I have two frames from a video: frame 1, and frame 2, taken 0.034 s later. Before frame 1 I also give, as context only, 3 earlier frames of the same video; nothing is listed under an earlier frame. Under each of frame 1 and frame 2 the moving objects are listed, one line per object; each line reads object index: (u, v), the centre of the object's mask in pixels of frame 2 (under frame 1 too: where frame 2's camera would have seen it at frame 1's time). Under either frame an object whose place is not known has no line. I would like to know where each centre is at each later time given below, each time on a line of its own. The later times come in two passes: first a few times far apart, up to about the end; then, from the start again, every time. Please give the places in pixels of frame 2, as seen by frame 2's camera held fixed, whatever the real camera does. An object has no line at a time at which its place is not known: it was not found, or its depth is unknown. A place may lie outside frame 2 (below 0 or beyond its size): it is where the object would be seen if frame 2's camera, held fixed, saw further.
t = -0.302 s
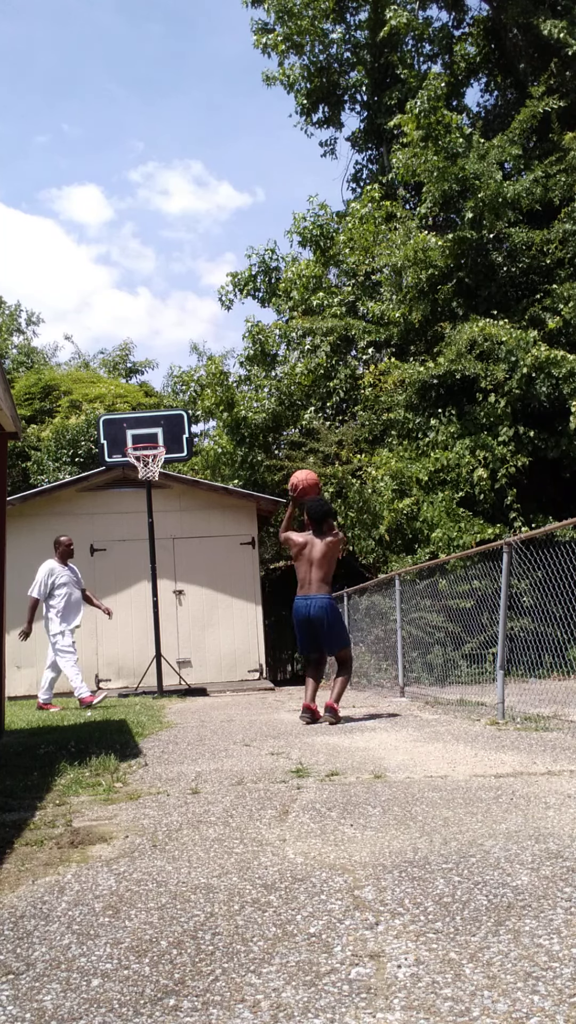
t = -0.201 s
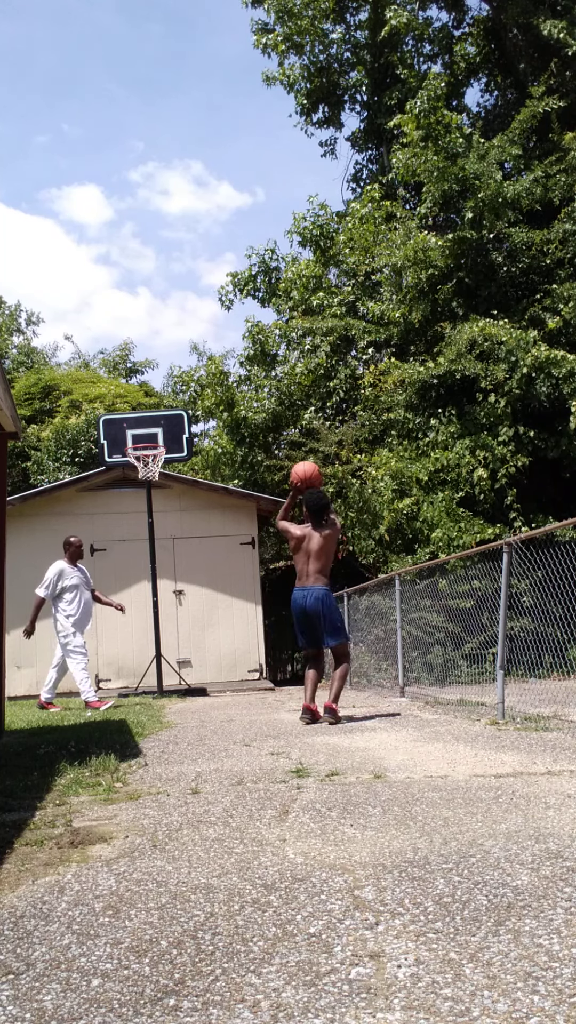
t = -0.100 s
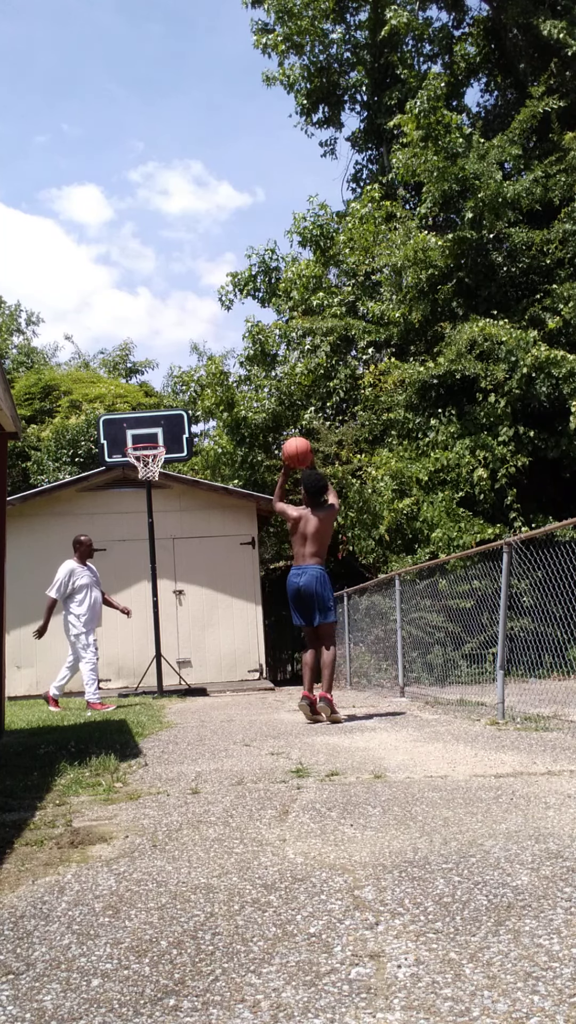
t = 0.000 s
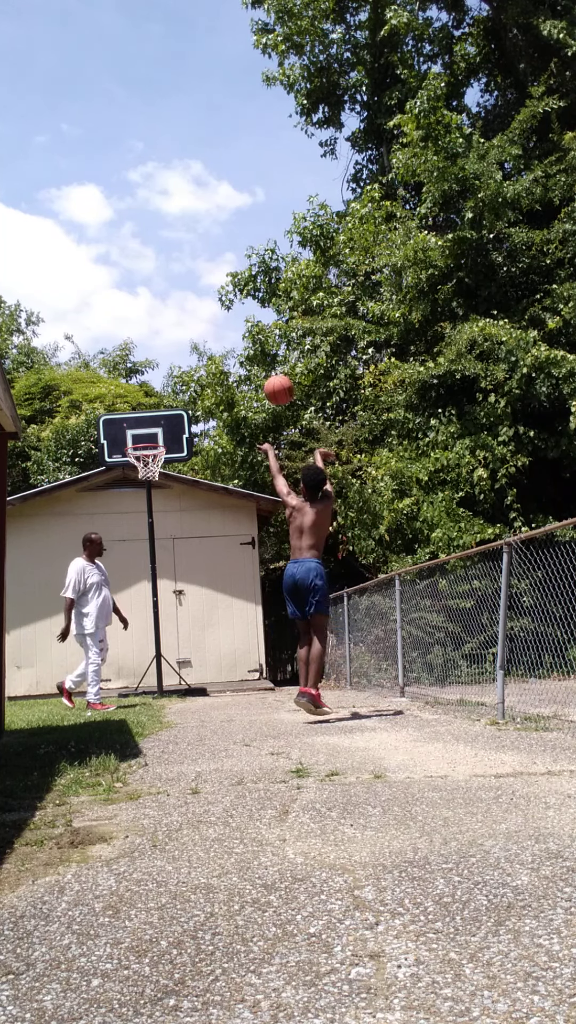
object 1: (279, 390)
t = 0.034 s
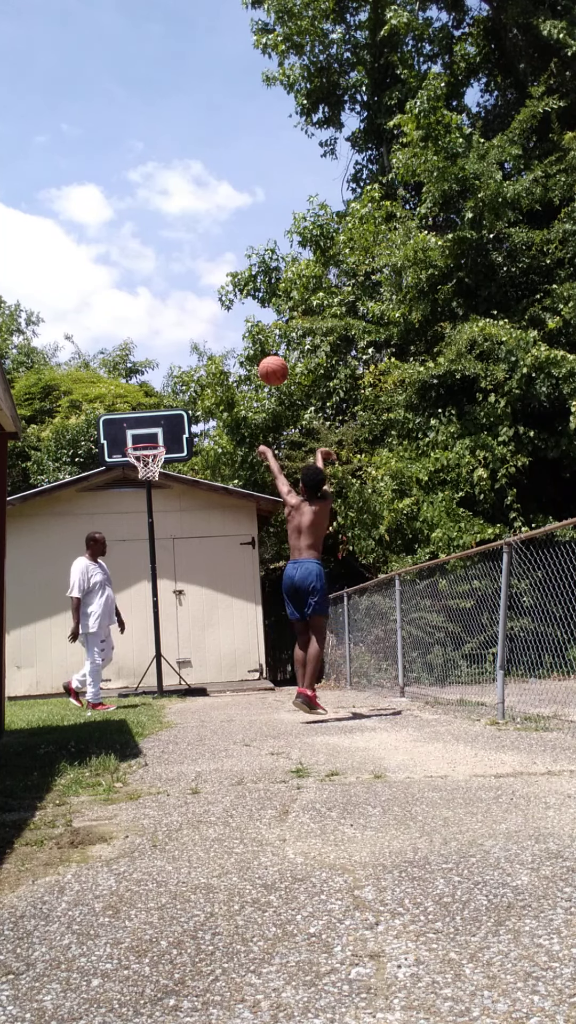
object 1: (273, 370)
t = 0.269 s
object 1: (240, 284)
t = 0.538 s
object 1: (210, 266)
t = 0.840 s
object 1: (185, 324)
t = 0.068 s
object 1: (268, 353)
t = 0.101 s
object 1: (263, 338)
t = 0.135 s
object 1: (258, 324)
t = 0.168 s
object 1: (253, 312)
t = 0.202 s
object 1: (249, 301)
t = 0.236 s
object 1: (244, 292)
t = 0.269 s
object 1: (240, 284)
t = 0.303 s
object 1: (236, 278)
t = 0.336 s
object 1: (232, 273)
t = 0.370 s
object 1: (228, 268)
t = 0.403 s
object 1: (224, 266)
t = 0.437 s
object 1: (221, 265)
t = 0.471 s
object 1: (217, 264)
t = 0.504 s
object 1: (214, 265)
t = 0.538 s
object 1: (210, 266)
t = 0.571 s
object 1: (207, 269)
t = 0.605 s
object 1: (204, 273)
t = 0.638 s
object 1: (201, 277)
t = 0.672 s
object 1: (198, 283)
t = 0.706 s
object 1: (195, 290)
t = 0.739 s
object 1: (193, 297)
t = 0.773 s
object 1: (190, 305)
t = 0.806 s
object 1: (188, 314)
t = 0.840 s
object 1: (185, 324)
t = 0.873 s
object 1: (183, 335)
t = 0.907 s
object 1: (181, 346)
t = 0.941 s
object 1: (178, 358)
